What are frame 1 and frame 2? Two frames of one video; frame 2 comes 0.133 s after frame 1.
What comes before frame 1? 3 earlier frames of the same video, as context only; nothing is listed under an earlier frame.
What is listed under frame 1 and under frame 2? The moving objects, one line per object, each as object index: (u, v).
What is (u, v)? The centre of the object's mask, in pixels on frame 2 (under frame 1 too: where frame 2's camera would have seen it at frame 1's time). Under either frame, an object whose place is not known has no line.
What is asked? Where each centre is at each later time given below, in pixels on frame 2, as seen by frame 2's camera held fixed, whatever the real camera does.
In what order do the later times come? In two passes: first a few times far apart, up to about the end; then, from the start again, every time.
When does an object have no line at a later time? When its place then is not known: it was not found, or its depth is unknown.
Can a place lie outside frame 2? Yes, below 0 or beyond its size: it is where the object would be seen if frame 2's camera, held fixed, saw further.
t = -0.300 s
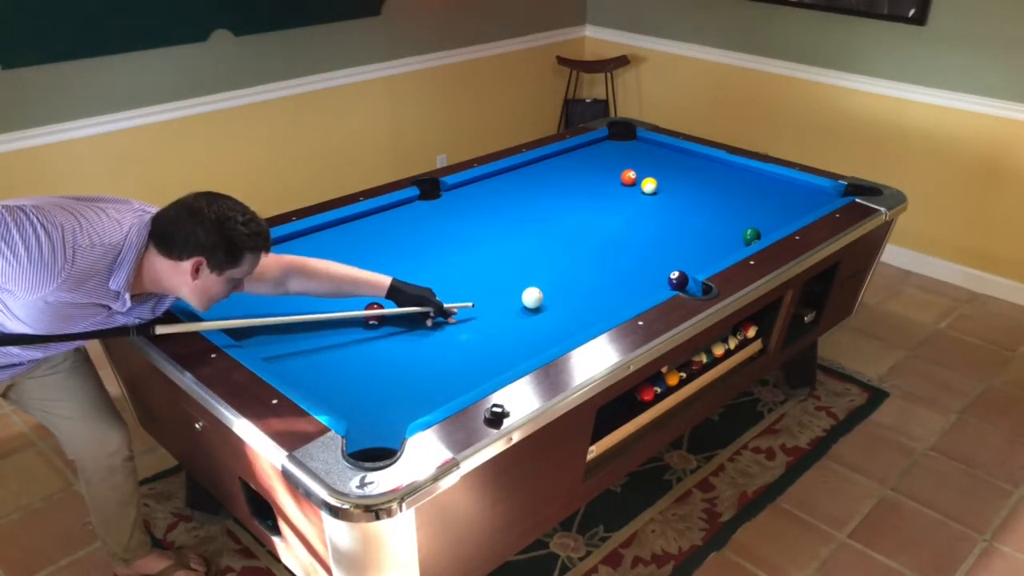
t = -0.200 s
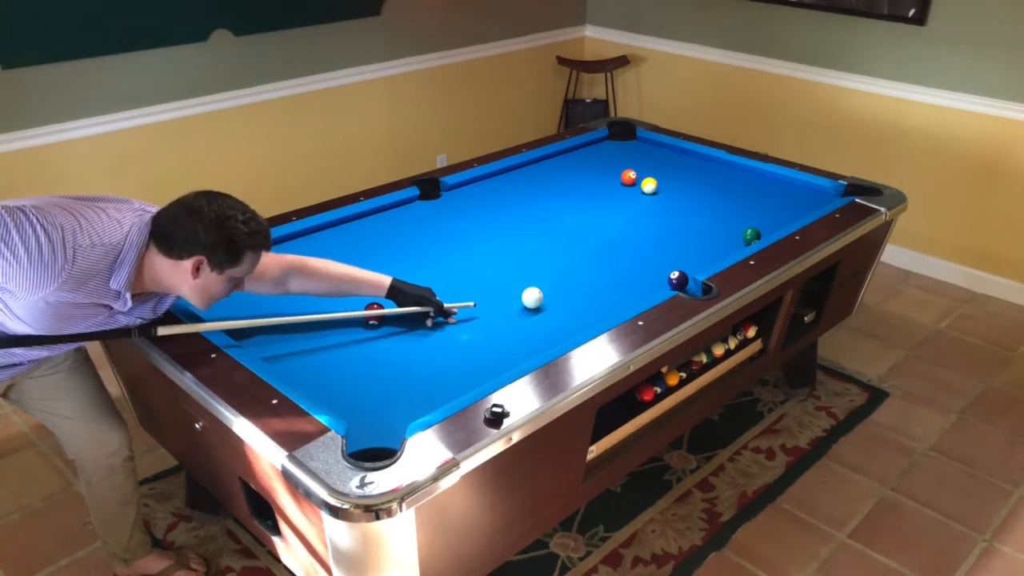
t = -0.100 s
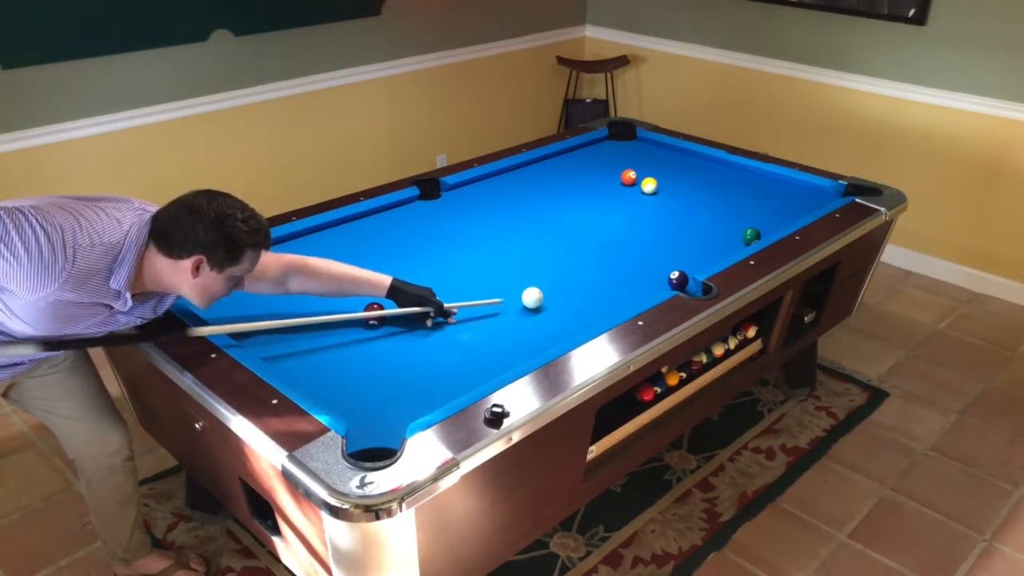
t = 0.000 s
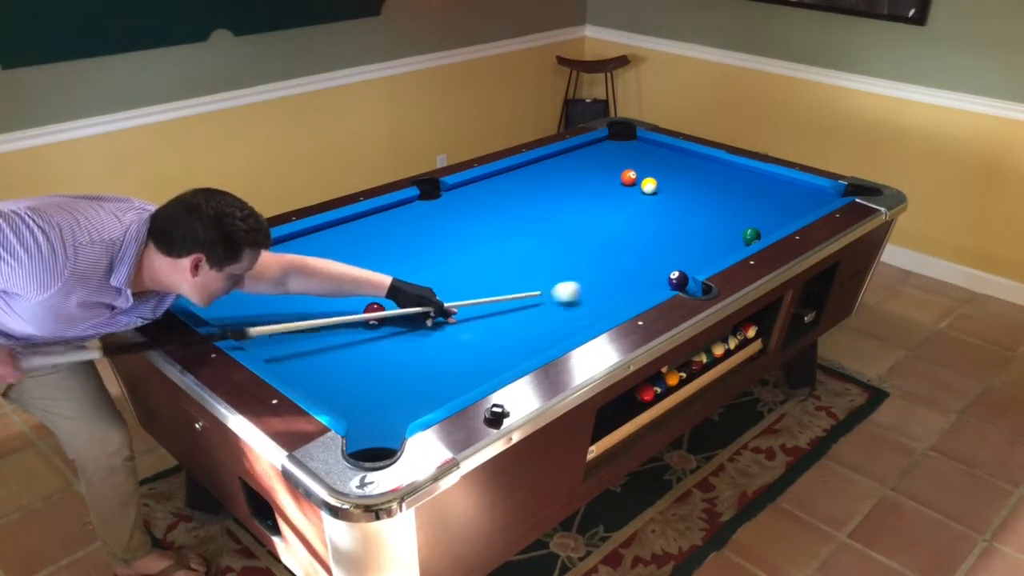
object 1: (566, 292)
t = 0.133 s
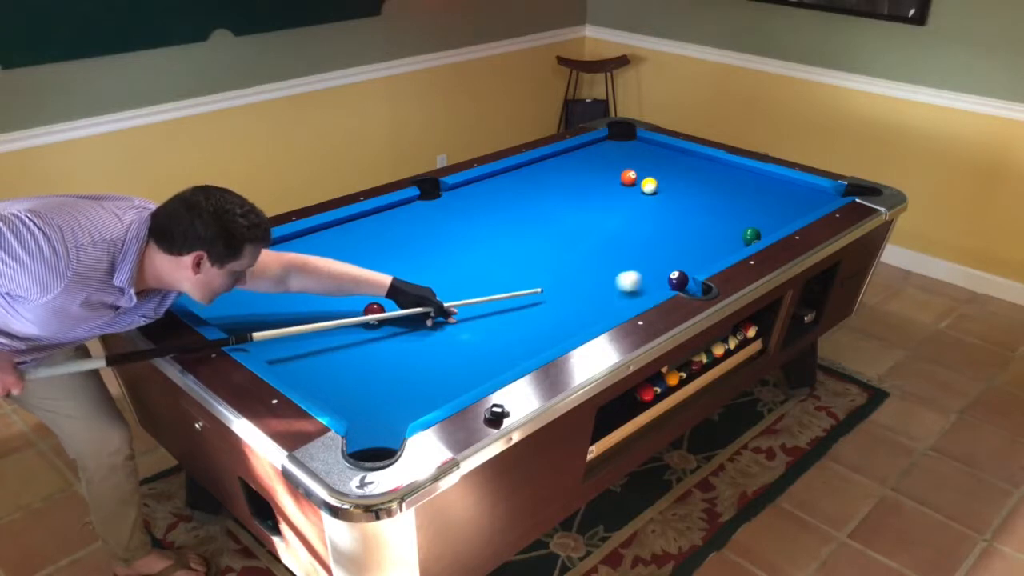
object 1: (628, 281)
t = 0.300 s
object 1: (668, 266)
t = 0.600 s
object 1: (709, 237)
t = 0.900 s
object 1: (742, 213)
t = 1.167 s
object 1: (768, 195)
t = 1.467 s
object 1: (782, 181)
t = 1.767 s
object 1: (744, 184)
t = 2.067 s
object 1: (707, 188)
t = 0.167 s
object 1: (641, 279)
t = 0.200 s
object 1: (653, 277)
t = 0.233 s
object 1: (660, 273)
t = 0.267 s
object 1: (664, 269)
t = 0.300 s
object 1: (668, 266)
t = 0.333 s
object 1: (673, 263)
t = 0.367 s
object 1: (678, 259)
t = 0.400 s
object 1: (683, 256)
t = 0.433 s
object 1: (687, 253)
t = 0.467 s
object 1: (692, 250)
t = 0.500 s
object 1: (696, 246)
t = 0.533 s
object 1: (701, 244)
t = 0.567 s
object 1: (705, 240)
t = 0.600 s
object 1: (709, 237)
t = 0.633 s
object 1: (713, 234)
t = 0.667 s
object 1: (716, 232)
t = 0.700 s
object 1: (721, 229)
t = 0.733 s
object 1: (725, 226)
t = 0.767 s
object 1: (728, 224)
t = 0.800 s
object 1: (732, 221)
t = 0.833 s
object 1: (735, 218)
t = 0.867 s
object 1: (739, 215)
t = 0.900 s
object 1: (742, 213)
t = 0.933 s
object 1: (746, 211)
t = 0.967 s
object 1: (749, 208)
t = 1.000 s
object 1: (752, 206)
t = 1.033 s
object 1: (755, 204)
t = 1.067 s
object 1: (759, 202)
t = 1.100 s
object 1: (762, 199)
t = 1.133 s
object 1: (765, 197)
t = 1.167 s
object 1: (768, 195)
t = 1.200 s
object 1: (771, 193)
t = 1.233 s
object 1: (774, 191)
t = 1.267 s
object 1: (777, 189)
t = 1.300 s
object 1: (780, 187)
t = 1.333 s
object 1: (782, 185)
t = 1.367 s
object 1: (785, 183)
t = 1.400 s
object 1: (787, 181)
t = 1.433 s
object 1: (787, 180)
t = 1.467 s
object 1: (782, 181)
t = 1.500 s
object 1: (778, 181)
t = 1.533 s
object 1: (774, 181)
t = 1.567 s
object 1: (769, 182)
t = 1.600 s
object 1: (765, 182)
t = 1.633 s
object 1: (761, 183)
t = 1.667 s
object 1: (757, 183)
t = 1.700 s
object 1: (752, 184)
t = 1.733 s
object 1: (748, 184)
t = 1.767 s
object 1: (744, 184)
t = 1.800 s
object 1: (740, 185)
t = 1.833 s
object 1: (735, 185)
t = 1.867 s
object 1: (731, 186)
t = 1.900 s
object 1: (727, 186)
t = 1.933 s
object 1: (723, 186)
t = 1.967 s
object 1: (719, 187)
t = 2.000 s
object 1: (715, 187)
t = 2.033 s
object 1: (711, 187)
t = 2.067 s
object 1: (707, 188)
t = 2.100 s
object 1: (703, 188)
